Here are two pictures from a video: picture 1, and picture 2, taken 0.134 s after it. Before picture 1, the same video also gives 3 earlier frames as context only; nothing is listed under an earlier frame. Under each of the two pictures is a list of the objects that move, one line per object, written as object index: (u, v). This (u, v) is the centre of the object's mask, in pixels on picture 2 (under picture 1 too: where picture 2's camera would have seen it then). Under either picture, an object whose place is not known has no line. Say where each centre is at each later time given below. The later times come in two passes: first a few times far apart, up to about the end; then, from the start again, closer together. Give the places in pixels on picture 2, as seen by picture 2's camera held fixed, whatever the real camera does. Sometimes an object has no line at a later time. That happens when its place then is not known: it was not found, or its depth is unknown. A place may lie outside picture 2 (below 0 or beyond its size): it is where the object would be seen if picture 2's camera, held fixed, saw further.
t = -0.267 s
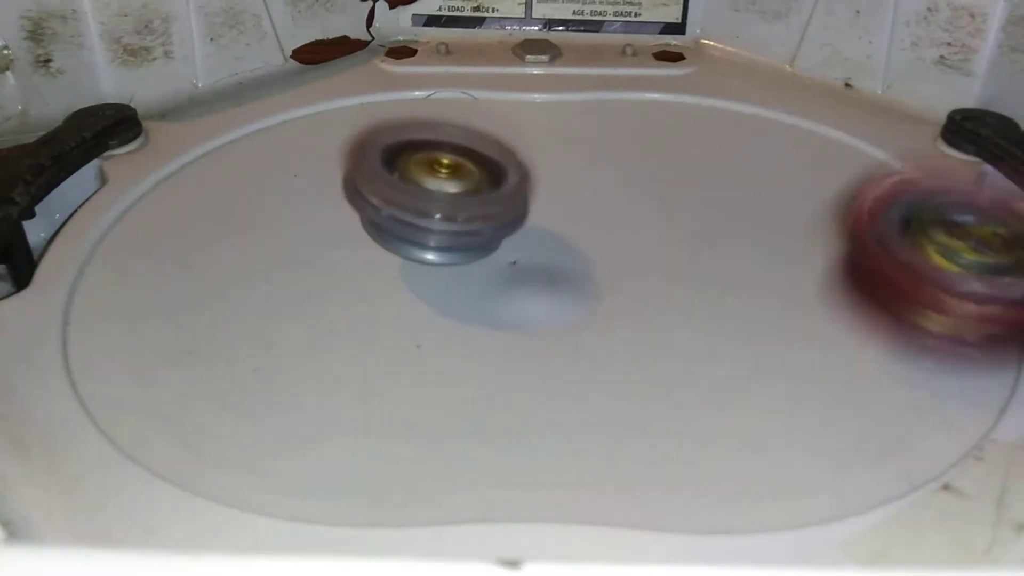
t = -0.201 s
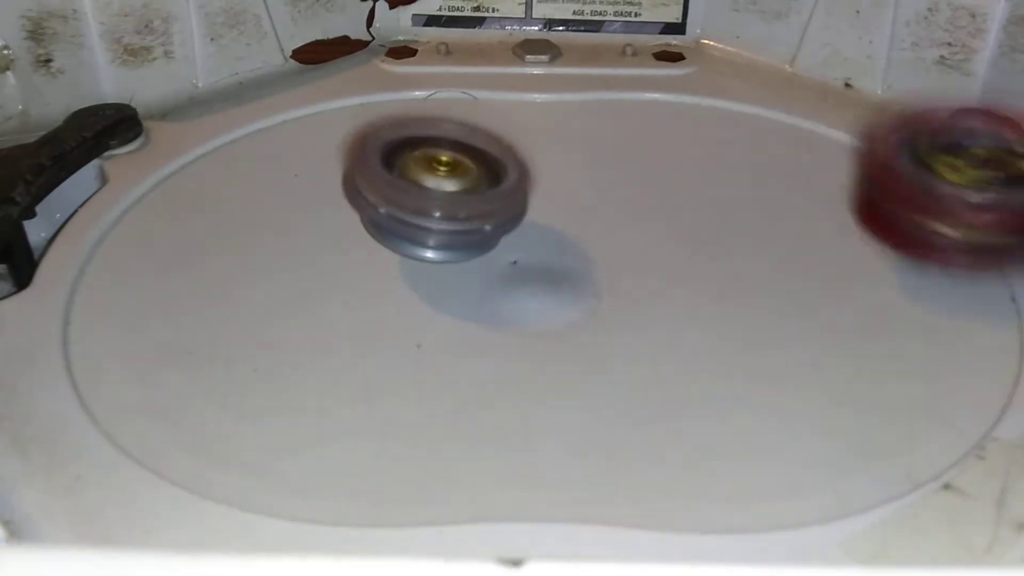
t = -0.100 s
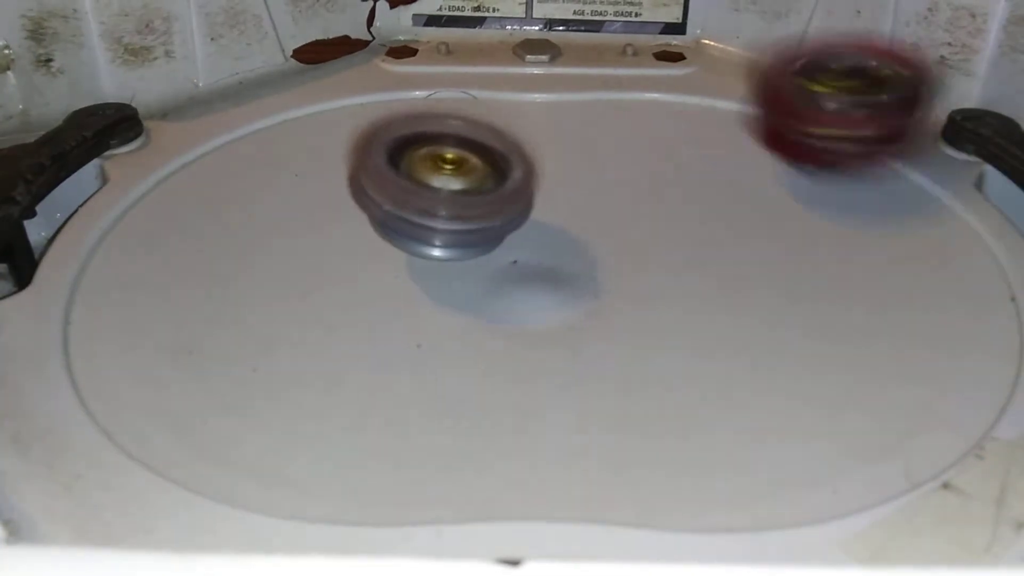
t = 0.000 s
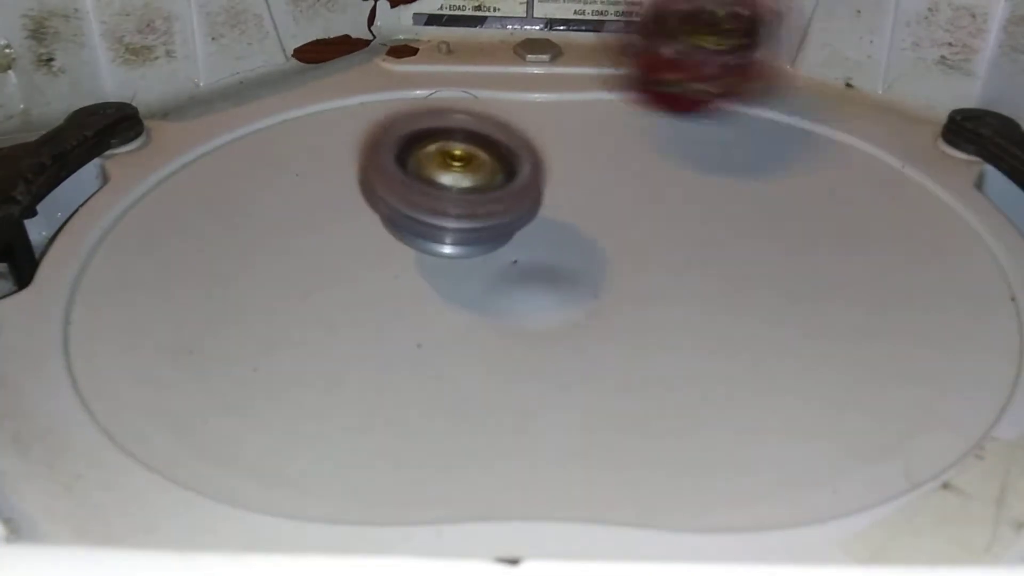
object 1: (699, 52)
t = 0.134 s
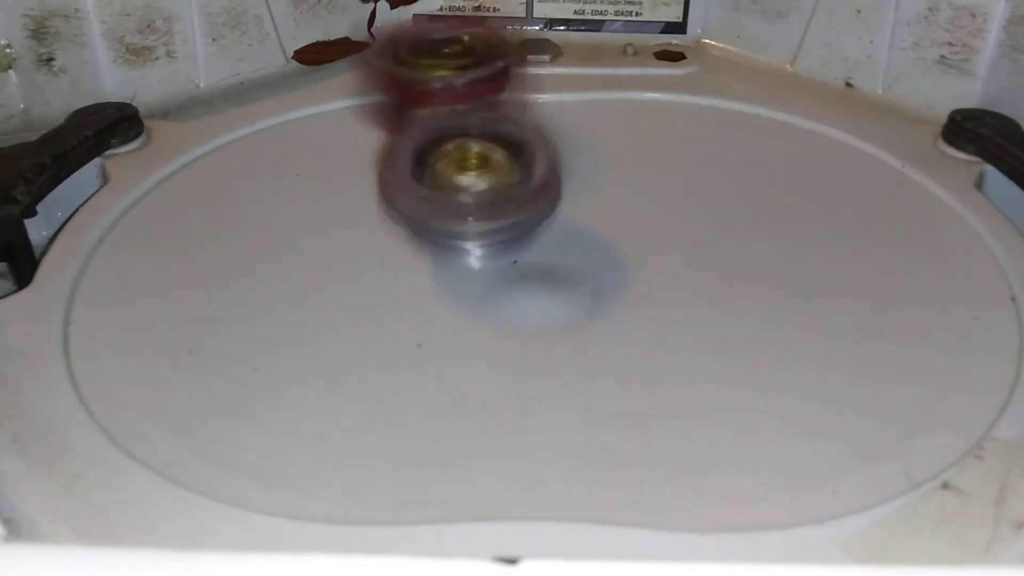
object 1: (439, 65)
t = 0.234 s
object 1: (317, 81)
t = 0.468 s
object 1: (209, 215)
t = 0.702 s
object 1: (471, 339)
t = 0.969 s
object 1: (841, 351)
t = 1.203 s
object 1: (913, 279)
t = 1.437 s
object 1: (816, 290)
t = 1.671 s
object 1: (743, 373)
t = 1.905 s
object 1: (627, 335)
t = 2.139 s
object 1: (375, 351)
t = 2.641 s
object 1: (354, 256)
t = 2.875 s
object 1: (471, 178)
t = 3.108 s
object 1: (563, 116)
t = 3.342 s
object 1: (692, 127)
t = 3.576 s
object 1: (786, 184)
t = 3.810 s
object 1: (755, 272)
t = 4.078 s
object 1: (533, 402)
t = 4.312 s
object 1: (232, 428)
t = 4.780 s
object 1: (176, 172)
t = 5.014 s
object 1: (251, 113)
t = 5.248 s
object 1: (458, 116)
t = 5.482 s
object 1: (487, 107)
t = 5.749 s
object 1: (578, 185)
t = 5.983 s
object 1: (616, 181)
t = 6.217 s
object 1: (616, 189)
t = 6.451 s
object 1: (610, 186)
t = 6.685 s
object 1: (611, 186)
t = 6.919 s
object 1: (613, 186)
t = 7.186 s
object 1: (612, 186)
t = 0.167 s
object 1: (397, 74)
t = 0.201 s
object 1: (353, 76)
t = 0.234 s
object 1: (317, 81)
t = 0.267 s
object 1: (284, 90)
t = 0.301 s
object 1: (253, 104)
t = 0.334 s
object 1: (230, 120)
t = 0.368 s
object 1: (213, 140)
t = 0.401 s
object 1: (204, 165)
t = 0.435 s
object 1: (202, 188)
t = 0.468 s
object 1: (209, 215)
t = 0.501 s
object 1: (224, 239)
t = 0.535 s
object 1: (249, 263)
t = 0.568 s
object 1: (286, 288)
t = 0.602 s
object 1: (331, 308)
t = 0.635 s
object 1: (380, 323)
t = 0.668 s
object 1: (431, 332)
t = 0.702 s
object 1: (471, 339)
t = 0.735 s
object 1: (516, 346)
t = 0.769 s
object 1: (557, 354)
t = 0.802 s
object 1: (599, 359)
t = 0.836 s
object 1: (644, 365)
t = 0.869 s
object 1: (696, 369)
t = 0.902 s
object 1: (752, 368)
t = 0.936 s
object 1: (801, 359)
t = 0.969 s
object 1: (841, 351)
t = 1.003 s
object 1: (879, 340)
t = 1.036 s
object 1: (897, 327)
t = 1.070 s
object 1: (907, 309)
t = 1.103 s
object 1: (908, 291)
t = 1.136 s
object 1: (911, 288)
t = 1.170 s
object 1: (914, 285)
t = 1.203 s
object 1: (913, 279)
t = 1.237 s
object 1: (909, 274)
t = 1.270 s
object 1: (899, 270)
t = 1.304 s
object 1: (883, 264)
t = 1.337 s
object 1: (857, 259)
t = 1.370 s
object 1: (832, 260)
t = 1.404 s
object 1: (823, 276)
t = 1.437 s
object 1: (816, 290)
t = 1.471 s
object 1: (807, 307)
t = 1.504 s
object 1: (799, 323)
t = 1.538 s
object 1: (787, 336)
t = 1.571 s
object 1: (776, 351)
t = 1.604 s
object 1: (767, 363)
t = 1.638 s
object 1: (755, 369)
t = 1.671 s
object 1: (743, 373)
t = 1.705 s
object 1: (732, 377)
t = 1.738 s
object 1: (715, 373)
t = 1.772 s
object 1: (704, 371)
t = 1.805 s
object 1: (687, 367)
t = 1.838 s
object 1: (668, 357)
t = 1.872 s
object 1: (649, 349)
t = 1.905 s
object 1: (627, 335)
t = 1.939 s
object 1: (607, 324)
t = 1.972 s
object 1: (583, 308)
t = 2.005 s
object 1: (562, 297)
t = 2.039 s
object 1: (525, 295)
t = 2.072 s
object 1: (470, 320)
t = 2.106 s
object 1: (422, 331)
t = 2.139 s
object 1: (375, 351)
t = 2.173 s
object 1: (329, 374)
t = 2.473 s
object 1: (313, 328)
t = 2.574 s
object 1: (333, 284)
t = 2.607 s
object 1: (342, 269)
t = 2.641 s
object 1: (354, 256)
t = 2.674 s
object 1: (366, 243)
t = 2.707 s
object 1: (381, 232)
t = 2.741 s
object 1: (398, 220)
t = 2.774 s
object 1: (416, 210)
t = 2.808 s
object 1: (436, 197)
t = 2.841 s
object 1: (457, 189)
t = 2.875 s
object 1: (471, 178)
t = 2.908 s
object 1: (482, 165)
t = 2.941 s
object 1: (494, 155)
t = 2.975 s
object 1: (508, 144)
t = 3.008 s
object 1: (518, 136)
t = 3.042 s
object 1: (530, 128)
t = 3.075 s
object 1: (545, 120)
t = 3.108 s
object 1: (563, 116)
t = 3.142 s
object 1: (582, 114)
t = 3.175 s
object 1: (600, 117)
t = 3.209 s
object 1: (620, 114)
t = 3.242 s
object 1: (638, 111)
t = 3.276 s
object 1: (658, 119)
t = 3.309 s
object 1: (678, 124)
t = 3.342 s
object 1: (692, 127)
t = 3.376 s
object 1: (711, 132)
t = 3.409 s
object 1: (726, 138)
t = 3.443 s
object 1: (741, 145)
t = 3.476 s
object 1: (755, 154)
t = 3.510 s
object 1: (768, 164)
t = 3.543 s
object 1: (778, 173)
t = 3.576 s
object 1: (786, 184)
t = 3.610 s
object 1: (791, 195)
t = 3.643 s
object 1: (794, 208)
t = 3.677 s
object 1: (792, 220)
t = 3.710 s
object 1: (789, 233)
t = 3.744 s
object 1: (781, 246)
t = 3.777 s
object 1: (769, 259)
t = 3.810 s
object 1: (755, 272)
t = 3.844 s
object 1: (739, 282)
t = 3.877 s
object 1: (719, 294)
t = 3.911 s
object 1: (698, 302)
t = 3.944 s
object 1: (677, 308)
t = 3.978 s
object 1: (649, 311)
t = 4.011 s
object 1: (612, 345)
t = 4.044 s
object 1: (577, 371)
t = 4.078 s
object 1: (533, 402)
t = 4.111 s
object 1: (493, 407)
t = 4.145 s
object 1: (443, 412)
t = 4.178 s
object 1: (384, 437)
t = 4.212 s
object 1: (342, 432)
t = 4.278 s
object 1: (257, 434)
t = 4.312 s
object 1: (232, 428)
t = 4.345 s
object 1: (198, 412)
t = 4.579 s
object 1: (158, 291)
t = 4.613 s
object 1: (175, 266)
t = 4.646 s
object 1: (190, 247)
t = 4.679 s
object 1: (184, 227)
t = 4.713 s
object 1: (178, 208)
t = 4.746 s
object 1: (176, 190)
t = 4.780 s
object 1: (176, 172)
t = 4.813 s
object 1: (178, 160)
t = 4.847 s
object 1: (179, 144)
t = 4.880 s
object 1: (187, 135)
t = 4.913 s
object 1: (199, 126)
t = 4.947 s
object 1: (215, 121)
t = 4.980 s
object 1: (232, 118)
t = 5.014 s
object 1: (251, 113)
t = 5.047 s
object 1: (269, 110)
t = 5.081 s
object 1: (294, 110)
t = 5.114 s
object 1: (327, 110)
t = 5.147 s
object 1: (363, 112)
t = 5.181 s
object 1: (400, 114)
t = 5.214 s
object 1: (430, 114)
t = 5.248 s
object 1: (458, 116)
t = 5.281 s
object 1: (491, 115)
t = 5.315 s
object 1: (491, 108)
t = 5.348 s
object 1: (483, 104)
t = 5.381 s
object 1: (479, 101)
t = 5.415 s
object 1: (481, 102)
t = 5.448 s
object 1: (484, 105)
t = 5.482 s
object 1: (487, 107)
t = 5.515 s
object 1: (495, 112)
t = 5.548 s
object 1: (506, 119)
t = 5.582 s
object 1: (515, 128)
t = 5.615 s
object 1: (524, 142)
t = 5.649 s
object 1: (530, 157)
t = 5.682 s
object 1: (542, 169)
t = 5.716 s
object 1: (557, 178)
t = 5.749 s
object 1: (578, 185)
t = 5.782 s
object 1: (601, 190)
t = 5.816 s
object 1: (619, 191)
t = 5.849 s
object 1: (622, 189)
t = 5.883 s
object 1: (627, 185)
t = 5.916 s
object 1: (627, 181)
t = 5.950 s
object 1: (623, 180)
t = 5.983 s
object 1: (616, 181)
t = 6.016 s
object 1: (610, 182)
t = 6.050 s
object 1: (608, 184)
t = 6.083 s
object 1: (607, 186)
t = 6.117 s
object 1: (608, 188)
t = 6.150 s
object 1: (611, 190)
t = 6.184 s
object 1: (614, 190)
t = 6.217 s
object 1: (616, 189)
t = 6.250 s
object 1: (618, 188)
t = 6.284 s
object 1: (619, 187)
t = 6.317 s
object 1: (619, 186)
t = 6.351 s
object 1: (618, 185)
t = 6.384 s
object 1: (616, 185)
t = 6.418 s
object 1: (613, 186)
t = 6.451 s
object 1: (610, 186)
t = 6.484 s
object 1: (609, 186)
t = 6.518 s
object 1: (608, 187)
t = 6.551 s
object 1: (608, 187)
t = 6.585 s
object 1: (608, 186)
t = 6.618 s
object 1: (609, 186)
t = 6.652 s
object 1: (610, 186)
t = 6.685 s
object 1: (611, 186)
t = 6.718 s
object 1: (612, 186)
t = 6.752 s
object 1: (612, 186)
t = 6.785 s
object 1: (613, 186)
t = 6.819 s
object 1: (612, 186)
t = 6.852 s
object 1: (613, 186)
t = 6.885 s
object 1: (613, 186)
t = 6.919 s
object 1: (613, 186)
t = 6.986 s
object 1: (613, 186)
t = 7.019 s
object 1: (613, 186)
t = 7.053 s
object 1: (613, 186)
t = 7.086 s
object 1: (613, 186)
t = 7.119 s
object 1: (612, 186)
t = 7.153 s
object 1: (612, 186)
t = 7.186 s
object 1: (612, 186)
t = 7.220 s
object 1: (612, 186)
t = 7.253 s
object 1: (612, 186)
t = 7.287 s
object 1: (612, 186)
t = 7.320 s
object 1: (611, 185)
